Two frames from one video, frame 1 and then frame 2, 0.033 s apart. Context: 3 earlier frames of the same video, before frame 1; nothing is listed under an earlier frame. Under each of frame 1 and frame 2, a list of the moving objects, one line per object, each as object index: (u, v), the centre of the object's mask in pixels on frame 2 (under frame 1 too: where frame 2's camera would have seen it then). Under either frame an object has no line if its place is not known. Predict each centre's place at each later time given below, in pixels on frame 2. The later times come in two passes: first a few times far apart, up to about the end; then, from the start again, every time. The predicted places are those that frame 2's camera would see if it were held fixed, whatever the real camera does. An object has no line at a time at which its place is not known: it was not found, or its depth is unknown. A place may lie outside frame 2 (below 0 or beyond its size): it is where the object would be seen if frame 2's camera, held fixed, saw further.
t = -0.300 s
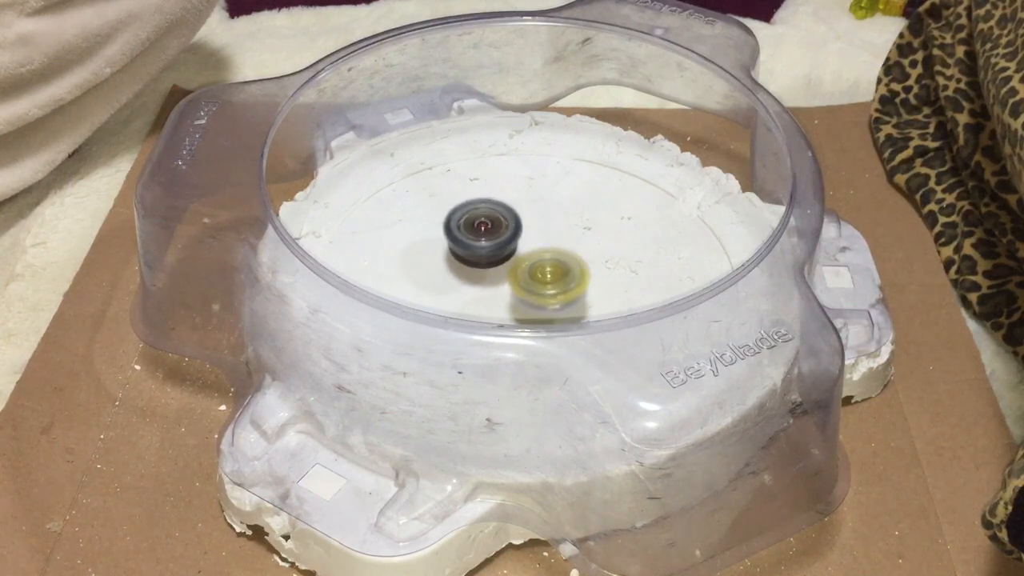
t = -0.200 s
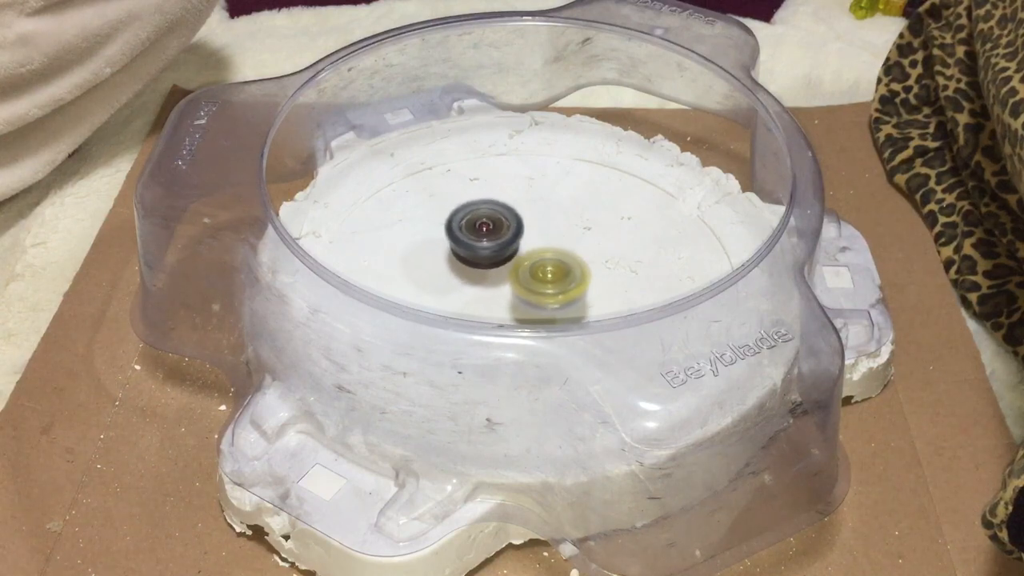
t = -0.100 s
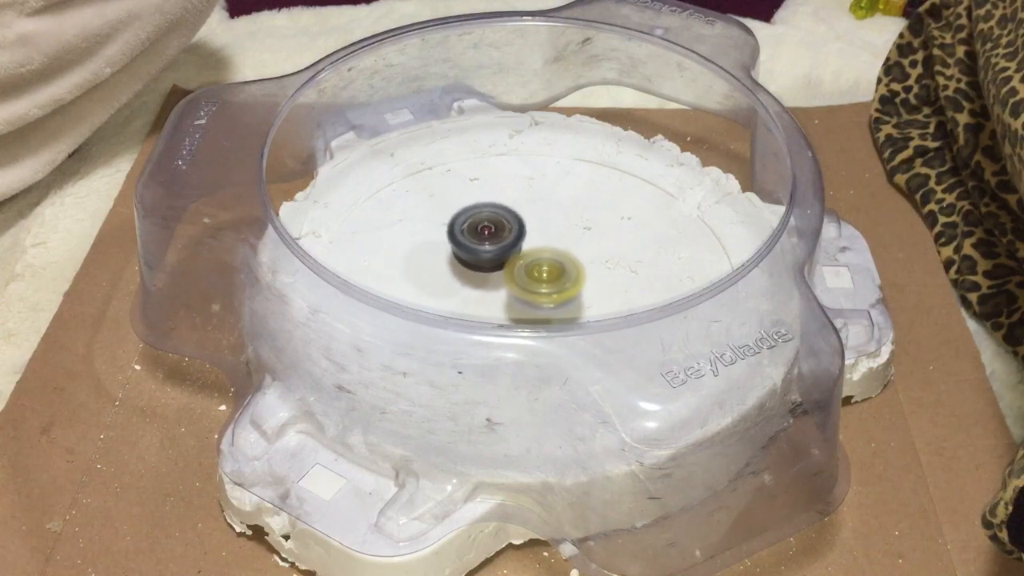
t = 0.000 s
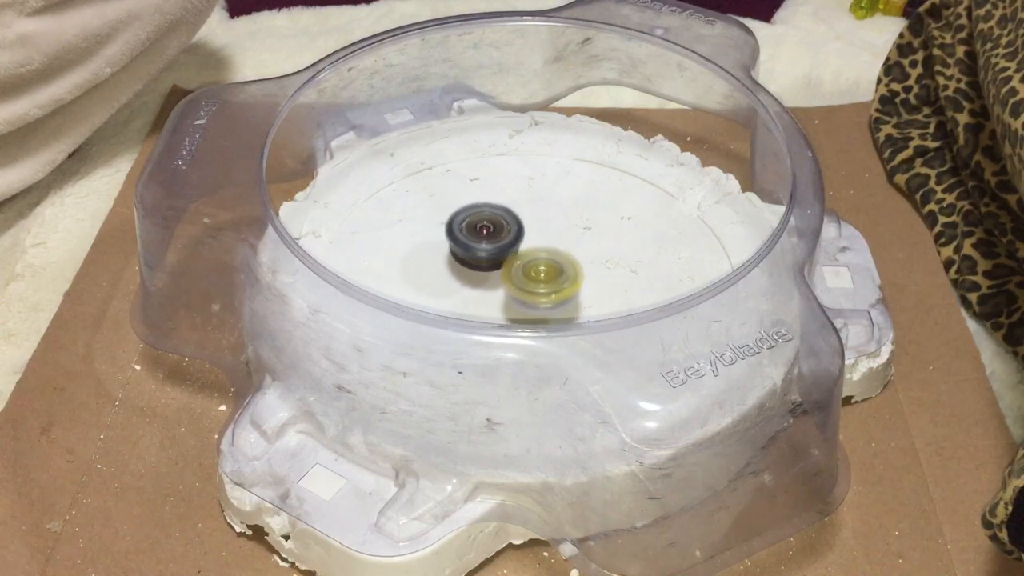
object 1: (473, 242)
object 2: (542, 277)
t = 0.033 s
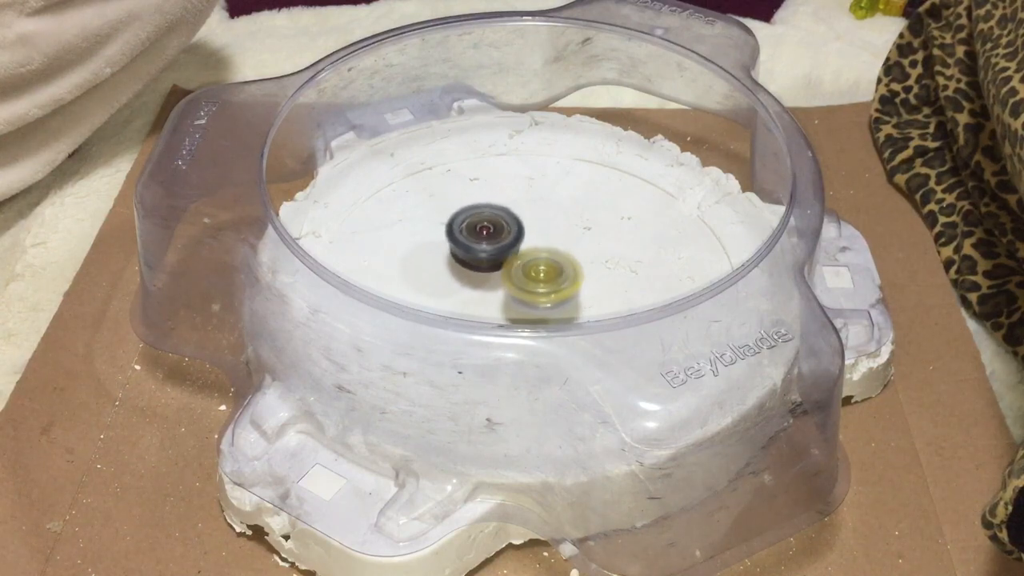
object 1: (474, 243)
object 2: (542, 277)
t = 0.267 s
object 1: (473, 243)
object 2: (537, 281)
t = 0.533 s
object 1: (473, 243)
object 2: (538, 281)
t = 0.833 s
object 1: (470, 243)
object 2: (542, 282)
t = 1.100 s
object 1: (468, 246)
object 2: (537, 280)
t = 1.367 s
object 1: (474, 243)
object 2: (542, 279)
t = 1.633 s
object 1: (476, 243)
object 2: (542, 278)
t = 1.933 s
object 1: (478, 240)
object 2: (542, 278)
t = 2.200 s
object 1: (466, 235)
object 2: (546, 283)
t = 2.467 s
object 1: (464, 241)
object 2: (535, 277)
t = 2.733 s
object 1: (461, 238)
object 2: (533, 271)
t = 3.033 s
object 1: (466, 238)
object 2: (535, 271)
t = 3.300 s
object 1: (467, 238)
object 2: (538, 274)
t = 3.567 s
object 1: (465, 235)
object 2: (533, 274)
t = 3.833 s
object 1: (462, 238)
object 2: (535, 276)
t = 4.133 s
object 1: (460, 241)
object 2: (539, 278)
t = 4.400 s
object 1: (462, 238)
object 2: (532, 272)
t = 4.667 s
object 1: (466, 241)
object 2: (539, 274)
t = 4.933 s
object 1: (466, 238)
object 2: (541, 277)
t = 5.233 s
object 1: (465, 244)
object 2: (538, 276)
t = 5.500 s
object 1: (462, 238)
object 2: (538, 277)
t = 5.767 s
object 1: (461, 246)
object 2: (535, 277)
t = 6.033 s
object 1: (462, 246)
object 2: (533, 282)
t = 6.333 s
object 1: (465, 246)
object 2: (534, 285)
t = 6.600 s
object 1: (466, 251)
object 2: (545, 279)
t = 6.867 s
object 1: (460, 245)
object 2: (531, 281)
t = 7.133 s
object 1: (463, 257)
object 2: (539, 280)
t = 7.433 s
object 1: (461, 210)
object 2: (615, 290)
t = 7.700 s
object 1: (484, 242)
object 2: (604, 285)
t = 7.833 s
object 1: (480, 259)
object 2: (604, 285)
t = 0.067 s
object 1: (472, 241)
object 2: (543, 278)
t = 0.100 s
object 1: (472, 241)
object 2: (542, 279)
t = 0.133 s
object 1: (471, 242)
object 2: (541, 279)
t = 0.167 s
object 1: (471, 242)
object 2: (541, 280)
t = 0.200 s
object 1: (473, 243)
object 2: (540, 281)
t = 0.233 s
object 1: (472, 243)
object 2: (538, 281)
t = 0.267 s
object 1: (473, 243)
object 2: (537, 281)
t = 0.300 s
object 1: (473, 243)
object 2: (538, 281)
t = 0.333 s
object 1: (472, 243)
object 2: (538, 281)
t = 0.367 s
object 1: (471, 243)
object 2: (538, 281)
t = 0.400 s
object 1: (469, 243)
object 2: (537, 281)
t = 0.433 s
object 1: (471, 243)
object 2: (537, 282)
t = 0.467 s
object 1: (472, 243)
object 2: (537, 281)
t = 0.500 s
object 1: (471, 241)
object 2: (538, 281)
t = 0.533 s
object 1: (473, 243)
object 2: (538, 281)
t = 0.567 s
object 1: (473, 241)
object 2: (541, 283)
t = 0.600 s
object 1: (472, 241)
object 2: (542, 283)
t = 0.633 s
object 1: (472, 242)
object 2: (543, 282)
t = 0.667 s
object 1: (474, 243)
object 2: (543, 283)
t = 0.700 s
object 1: (474, 243)
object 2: (543, 282)
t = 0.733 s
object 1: (473, 243)
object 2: (544, 282)
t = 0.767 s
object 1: (472, 243)
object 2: (543, 282)
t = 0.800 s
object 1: (472, 245)
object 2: (543, 281)
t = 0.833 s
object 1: (470, 243)
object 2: (542, 282)
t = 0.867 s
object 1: (470, 245)
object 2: (540, 282)
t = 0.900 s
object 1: (466, 243)
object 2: (537, 280)
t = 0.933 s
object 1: (466, 243)
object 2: (537, 280)
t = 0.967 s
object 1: (466, 243)
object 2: (537, 280)
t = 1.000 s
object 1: (466, 243)
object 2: (537, 280)
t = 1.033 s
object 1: (466, 244)
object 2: (537, 280)
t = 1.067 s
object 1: (466, 244)
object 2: (537, 279)
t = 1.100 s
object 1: (468, 246)
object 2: (537, 280)
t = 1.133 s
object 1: (468, 246)
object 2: (537, 279)
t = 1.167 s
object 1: (470, 246)
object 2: (537, 280)
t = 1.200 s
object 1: (472, 246)
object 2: (538, 280)
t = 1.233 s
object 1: (474, 243)
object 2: (539, 282)
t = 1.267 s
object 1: (471, 243)
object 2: (540, 281)
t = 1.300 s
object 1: (472, 243)
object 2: (539, 280)
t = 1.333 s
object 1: (474, 243)
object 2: (540, 280)
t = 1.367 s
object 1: (474, 243)
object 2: (542, 279)
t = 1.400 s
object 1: (473, 243)
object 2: (543, 278)
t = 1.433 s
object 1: (474, 244)
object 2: (543, 277)
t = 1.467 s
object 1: (473, 243)
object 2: (543, 277)
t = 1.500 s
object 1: (475, 243)
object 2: (543, 278)
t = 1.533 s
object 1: (474, 243)
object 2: (542, 277)
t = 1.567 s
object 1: (475, 243)
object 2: (542, 278)
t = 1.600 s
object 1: (475, 243)
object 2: (543, 278)
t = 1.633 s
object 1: (476, 243)
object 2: (542, 278)
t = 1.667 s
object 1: (477, 243)
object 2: (543, 278)
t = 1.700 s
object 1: (477, 241)
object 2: (544, 279)
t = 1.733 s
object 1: (475, 238)
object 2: (544, 279)
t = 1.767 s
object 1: (477, 239)
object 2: (546, 278)
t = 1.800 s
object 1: (477, 240)
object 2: (546, 278)
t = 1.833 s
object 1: (477, 240)
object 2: (546, 278)
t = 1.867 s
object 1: (477, 242)
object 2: (546, 277)
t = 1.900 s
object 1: (478, 243)
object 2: (545, 279)
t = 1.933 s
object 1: (478, 240)
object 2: (542, 278)
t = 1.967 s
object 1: (477, 233)
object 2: (544, 280)
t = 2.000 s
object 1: (474, 232)
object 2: (546, 283)
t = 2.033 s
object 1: (472, 235)
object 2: (548, 283)
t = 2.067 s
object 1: (470, 234)
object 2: (548, 283)
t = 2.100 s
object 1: (469, 234)
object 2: (548, 283)
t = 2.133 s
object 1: (470, 235)
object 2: (548, 283)
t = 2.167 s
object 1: (468, 235)
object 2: (547, 284)
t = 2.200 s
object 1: (466, 235)
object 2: (546, 283)
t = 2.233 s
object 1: (467, 238)
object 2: (546, 283)
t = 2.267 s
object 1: (465, 238)
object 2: (545, 284)
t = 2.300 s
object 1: (467, 240)
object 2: (543, 282)
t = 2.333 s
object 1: (467, 241)
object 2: (542, 281)
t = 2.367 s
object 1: (466, 241)
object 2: (541, 279)
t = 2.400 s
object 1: (464, 241)
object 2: (539, 279)
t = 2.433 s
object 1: (464, 242)
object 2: (537, 277)
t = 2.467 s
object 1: (464, 241)
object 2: (535, 277)
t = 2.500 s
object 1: (463, 238)
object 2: (535, 277)
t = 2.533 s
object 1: (466, 235)
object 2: (535, 276)
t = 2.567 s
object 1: (467, 238)
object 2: (535, 275)
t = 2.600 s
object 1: (466, 238)
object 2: (535, 275)
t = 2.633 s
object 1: (463, 238)
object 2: (534, 273)
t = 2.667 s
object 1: (463, 238)
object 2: (534, 272)
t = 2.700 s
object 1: (463, 238)
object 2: (533, 271)
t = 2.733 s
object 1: (461, 238)
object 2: (533, 271)
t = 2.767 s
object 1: (463, 238)
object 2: (531, 270)
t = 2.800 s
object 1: (462, 237)
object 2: (531, 270)
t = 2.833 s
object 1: (465, 235)
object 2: (532, 271)
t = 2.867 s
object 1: (466, 235)
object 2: (532, 271)
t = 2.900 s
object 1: (463, 235)
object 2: (535, 271)
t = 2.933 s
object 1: (463, 235)
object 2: (535, 270)
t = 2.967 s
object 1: (463, 235)
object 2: (535, 271)
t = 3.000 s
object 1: (464, 235)
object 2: (535, 270)
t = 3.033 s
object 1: (466, 238)
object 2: (535, 271)
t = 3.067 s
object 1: (467, 238)
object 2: (535, 270)
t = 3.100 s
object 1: (465, 238)
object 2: (536, 271)
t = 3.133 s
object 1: (464, 238)
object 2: (536, 272)
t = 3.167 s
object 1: (466, 238)
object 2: (535, 272)
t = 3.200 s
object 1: (466, 236)
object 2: (536, 274)
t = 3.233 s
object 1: (469, 238)
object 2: (538, 274)
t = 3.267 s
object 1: (467, 238)
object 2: (538, 275)
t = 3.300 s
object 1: (467, 238)
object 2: (538, 274)
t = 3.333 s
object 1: (466, 238)
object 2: (538, 275)
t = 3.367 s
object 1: (466, 238)
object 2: (537, 274)
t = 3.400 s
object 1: (466, 238)
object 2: (539, 274)
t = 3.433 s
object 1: (463, 238)
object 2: (537, 276)
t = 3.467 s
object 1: (463, 239)
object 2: (535, 274)
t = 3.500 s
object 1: (461, 238)
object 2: (535, 273)
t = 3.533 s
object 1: (461, 238)
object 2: (533, 273)
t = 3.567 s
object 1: (465, 235)
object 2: (533, 274)
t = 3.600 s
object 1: (466, 235)
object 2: (534, 274)
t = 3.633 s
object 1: (466, 238)
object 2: (535, 274)
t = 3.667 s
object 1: (465, 238)
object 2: (535, 275)
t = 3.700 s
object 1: (463, 238)
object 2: (533, 274)
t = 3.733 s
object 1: (465, 238)
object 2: (535, 274)
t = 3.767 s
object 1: (466, 240)
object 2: (534, 276)
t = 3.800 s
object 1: (462, 238)
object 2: (534, 276)
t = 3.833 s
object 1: (462, 238)
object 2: (535, 276)
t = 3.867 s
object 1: (466, 241)
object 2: (532, 275)
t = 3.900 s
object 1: (466, 235)
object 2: (534, 277)
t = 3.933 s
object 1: (466, 235)
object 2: (534, 278)
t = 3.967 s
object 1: (464, 238)
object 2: (536, 277)
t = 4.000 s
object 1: (464, 238)
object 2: (536, 277)
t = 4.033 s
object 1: (461, 238)
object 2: (536, 277)
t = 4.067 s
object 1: (462, 239)
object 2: (537, 277)
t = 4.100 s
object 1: (463, 241)
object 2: (538, 276)
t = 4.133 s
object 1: (460, 241)
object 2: (539, 278)
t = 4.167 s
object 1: (460, 241)
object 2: (537, 278)
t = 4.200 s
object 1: (458, 241)
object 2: (534, 278)
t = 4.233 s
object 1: (458, 241)
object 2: (535, 275)
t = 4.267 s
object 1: (463, 243)
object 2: (535, 274)
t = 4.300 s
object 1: (463, 243)
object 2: (533, 273)
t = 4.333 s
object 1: (462, 241)
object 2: (533, 273)
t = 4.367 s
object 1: (461, 238)
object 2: (532, 274)
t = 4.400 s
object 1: (462, 238)
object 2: (532, 272)
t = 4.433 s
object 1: (463, 238)
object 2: (533, 273)
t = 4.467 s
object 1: (462, 238)
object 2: (534, 272)
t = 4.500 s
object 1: (462, 238)
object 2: (537, 272)
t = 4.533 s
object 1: (465, 241)
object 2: (538, 274)
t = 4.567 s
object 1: (464, 240)
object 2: (538, 274)
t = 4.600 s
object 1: (466, 240)
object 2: (538, 275)
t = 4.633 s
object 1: (467, 241)
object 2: (538, 274)
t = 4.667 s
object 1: (466, 241)
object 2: (539, 274)
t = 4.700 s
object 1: (467, 242)
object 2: (540, 274)
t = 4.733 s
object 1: (466, 242)
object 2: (539, 275)
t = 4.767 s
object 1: (466, 241)
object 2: (539, 274)
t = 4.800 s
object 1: (469, 243)
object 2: (541, 275)
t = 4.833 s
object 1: (467, 242)
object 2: (539, 276)
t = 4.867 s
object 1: (464, 235)
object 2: (538, 278)
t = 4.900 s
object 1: (466, 237)
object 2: (538, 277)
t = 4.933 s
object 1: (466, 238)
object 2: (541, 277)
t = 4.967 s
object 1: (466, 238)
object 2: (544, 279)
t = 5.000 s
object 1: (464, 239)
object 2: (540, 279)
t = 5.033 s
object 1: (465, 240)
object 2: (539, 276)
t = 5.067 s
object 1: (466, 241)
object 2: (543, 274)
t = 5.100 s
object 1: (463, 241)
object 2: (546, 277)
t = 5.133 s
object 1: (466, 242)
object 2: (542, 279)
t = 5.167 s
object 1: (464, 242)
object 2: (537, 278)
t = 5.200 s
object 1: (466, 243)
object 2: (536, 275)
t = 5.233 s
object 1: (465, 244)
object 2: (538, 276)
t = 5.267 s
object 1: (467, 243)
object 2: (536, 276)
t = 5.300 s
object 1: (466, 238)
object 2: (535, 275)
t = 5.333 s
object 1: (466, 238)
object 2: (533, 275)
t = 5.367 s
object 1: (465, 235)
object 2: (533, 277)
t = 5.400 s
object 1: (466, 235)
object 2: (532, 277)
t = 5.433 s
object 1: (464, 236)
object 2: (533, 276)
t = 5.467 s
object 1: (465, 238)
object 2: (536, 276)
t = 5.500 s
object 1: (462, 238)
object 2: (538, 277)
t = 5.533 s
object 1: (464, 241)
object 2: (536, 279)
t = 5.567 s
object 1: (464, 243)
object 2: (536, 278)
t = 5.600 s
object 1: (462, 243)
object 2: (538, 279)
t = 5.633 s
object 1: (458, 243)
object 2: (536, 280)
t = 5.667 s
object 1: (460, 245)
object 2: (533, 279)
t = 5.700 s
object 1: (459, 243)
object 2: (532, 276)
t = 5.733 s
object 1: (461, 244)
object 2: (535, 275)
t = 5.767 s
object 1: (461, 246)
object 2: (535, 277)
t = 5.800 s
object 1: (464, 243)
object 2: (535, 281)
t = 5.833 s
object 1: (463, 243)
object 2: (527, 281)
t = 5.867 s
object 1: (462, 238)
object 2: (527, 281)
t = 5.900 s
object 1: (462, 237)
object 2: (526, 281)
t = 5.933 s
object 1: (465, 238)
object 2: (528, 280)
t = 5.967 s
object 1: (459, 242)
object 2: (531, 281)
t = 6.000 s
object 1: (462, 244)
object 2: (532, 281)
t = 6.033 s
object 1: (462, 246)
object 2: (533, 282)
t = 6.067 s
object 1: (461, 245)
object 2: (531, 282)
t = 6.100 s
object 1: (458, 243)
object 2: (530, 282)
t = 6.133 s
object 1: (462, 243)
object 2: (532, 281)
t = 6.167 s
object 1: (465, 246)
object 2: (530, 282)
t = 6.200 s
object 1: (460, 246)
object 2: (531, 283)
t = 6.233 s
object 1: (461, 246)
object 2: (531, 285)
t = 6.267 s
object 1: (461, 248)
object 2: (531, 284)
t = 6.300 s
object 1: (460, 247)
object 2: (533, 281)
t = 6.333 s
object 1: (465, 246)
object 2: (534, 285)
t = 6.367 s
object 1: (465, 248)
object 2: (534, 282)
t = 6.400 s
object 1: (465, 249)
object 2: (535, 279)
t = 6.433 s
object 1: (466, 248)
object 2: (538, 279)
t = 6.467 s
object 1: (466, 251)
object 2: (540, 280)
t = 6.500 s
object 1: (465, 249)
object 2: (539, 280)
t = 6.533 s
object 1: (466, 248)
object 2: (539, 278)
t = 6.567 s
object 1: (464, 250)
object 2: (540, 276)
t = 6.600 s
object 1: (466, 251)
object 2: (545, 279)
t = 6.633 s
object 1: (466, 251)
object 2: (547, 280)
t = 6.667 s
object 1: (466, 254)
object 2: (543, 281)
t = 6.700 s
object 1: (465, 252)
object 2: (538, 280)
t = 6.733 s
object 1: (463, 249)
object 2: (535, 281)
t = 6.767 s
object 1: (464, 247)
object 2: (535, 282)
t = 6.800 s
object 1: (462, 246)
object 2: (534, 283)
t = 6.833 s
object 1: (460, 245)
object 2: (533, 282)
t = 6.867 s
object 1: (460, 245)
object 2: (531, 281)
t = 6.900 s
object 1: (458, 246)
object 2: (535, 280)
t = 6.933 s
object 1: (457, 249)
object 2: (536, 281)
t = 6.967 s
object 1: (452, 250)
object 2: (534, 283)
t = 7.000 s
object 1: (450, 249)
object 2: (534, 281)
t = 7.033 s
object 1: (452, 251)
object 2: (532, 281)
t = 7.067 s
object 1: (450, 253)
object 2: (534, 282)
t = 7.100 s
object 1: (456, 254)
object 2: (537, 282)
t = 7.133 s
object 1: (463, 257)
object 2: (539, 280)
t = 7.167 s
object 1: (454, 238)
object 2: (551, 289)
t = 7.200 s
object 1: (458, 221)
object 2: (568, 289)
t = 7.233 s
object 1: (457, 216)
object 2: (581, 292)
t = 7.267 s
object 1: (456, 213)
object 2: (591, 291)
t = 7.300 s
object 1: (455, 211)
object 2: (601, 291)
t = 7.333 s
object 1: (457, 211)
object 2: (607, 291)
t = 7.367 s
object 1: (458, 209)
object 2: (613, 290)
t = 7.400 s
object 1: (460, 210)
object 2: (614, 291)
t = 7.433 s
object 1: (461, 210)
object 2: (615, 290)
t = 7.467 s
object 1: (466, 211)
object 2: (614, 290)
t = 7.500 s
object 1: (470, 215)
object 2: (613, 290)
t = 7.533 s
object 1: (473, 218)
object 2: (611, 290)
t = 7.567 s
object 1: (476, 222)
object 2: (607, 290)
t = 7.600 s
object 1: (480, 227)
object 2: (603, 289)
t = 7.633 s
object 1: (481, 233)
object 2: (600, 288)
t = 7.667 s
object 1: (483, 237)
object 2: (601, 288)
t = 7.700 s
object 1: (484, 242)
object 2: (604, 285)
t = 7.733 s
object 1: (484, 247)
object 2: (606, 284)
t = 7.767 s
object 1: (483, 252)
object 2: (607, 284)
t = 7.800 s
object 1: (482, 259)
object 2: (607, 284)
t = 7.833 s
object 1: (480, 259)
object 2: (604, 285)
